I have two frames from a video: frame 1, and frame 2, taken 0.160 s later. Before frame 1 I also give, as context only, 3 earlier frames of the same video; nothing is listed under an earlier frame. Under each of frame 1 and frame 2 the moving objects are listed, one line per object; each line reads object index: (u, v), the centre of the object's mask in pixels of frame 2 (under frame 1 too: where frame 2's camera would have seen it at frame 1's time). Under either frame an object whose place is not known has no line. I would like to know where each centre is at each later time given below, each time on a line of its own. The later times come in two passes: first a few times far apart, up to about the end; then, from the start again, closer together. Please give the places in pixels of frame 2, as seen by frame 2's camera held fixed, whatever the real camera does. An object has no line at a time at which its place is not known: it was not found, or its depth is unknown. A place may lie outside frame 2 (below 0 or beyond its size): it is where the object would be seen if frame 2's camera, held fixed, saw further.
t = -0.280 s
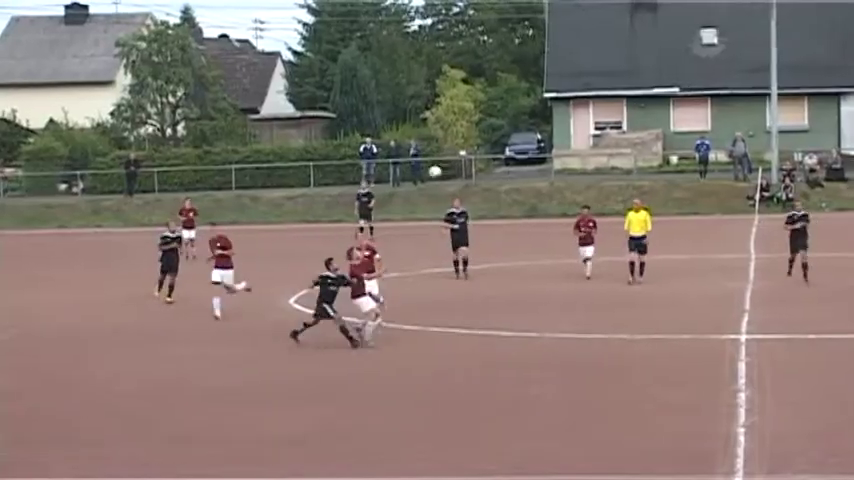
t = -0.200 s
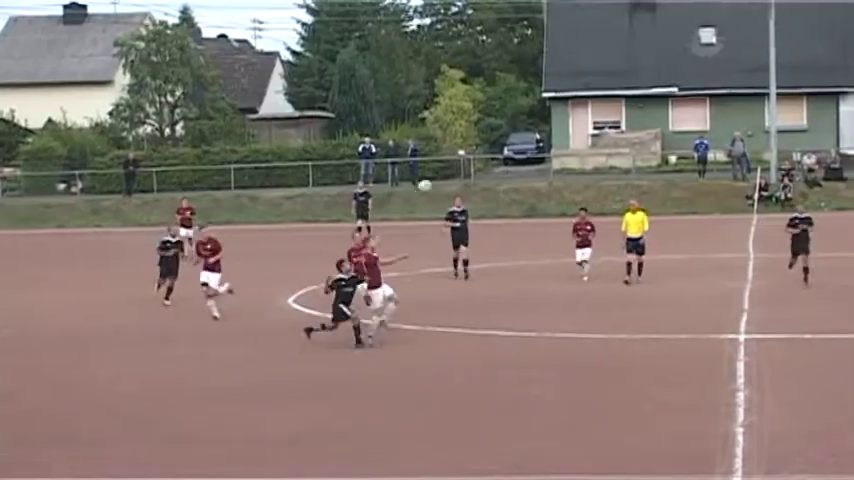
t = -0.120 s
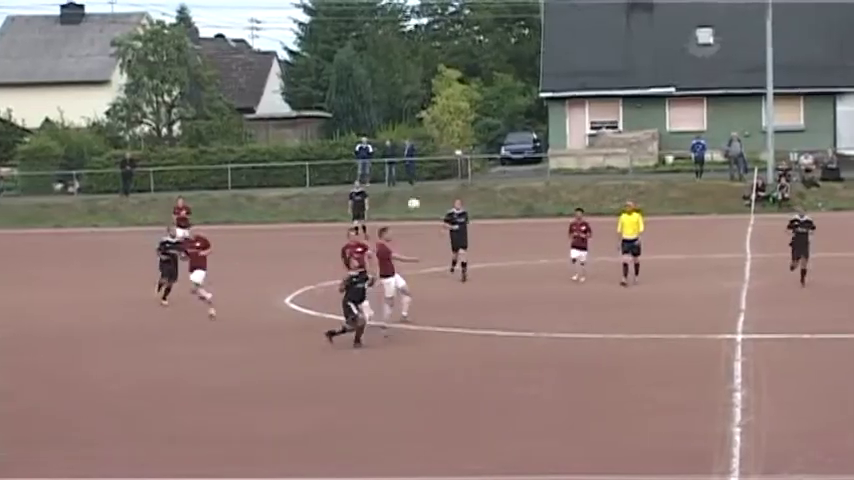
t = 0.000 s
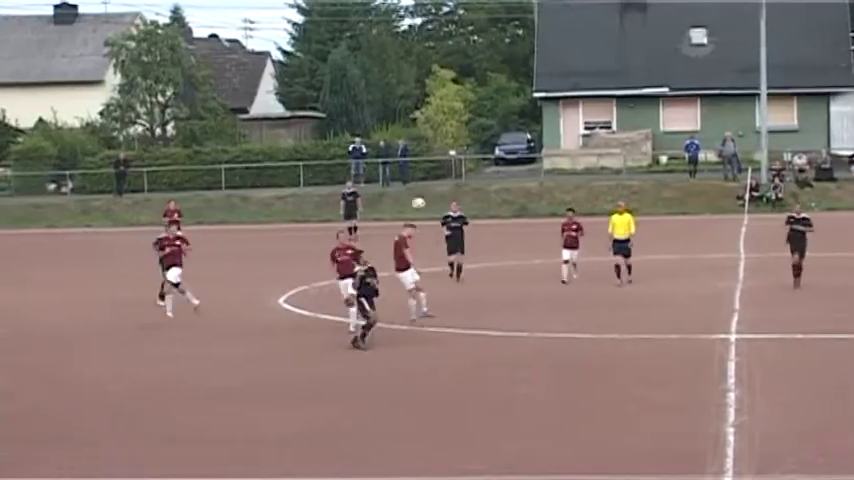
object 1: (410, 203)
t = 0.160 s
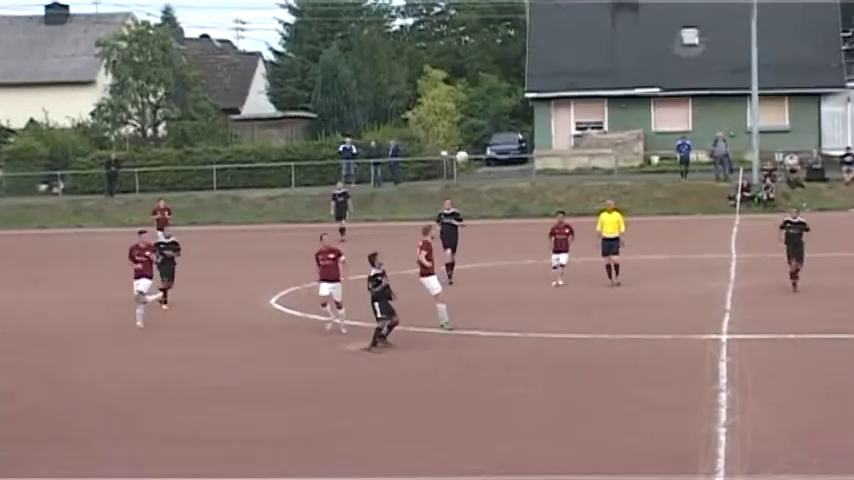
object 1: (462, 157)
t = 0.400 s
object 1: (534, 113)
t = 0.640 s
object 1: (605, 103)
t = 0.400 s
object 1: (534, 113)
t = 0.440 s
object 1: (547, 109)
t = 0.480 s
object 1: (558, 107)
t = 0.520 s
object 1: (570, 105)
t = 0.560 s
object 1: (582, 103)
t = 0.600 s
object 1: (593, 102)
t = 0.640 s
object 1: (605, 103)
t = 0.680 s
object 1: (616, 104)
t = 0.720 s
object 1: (627, 106)
